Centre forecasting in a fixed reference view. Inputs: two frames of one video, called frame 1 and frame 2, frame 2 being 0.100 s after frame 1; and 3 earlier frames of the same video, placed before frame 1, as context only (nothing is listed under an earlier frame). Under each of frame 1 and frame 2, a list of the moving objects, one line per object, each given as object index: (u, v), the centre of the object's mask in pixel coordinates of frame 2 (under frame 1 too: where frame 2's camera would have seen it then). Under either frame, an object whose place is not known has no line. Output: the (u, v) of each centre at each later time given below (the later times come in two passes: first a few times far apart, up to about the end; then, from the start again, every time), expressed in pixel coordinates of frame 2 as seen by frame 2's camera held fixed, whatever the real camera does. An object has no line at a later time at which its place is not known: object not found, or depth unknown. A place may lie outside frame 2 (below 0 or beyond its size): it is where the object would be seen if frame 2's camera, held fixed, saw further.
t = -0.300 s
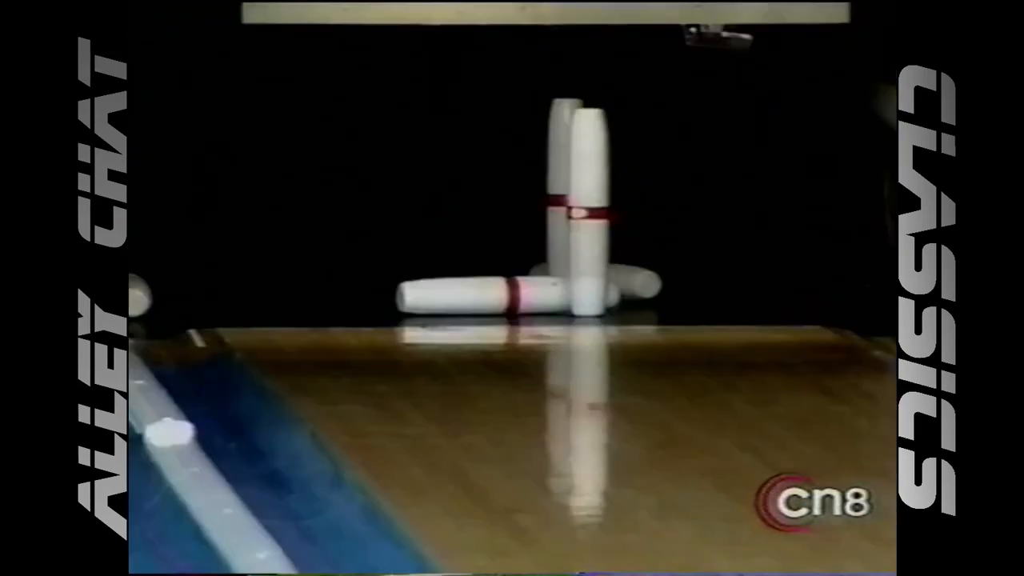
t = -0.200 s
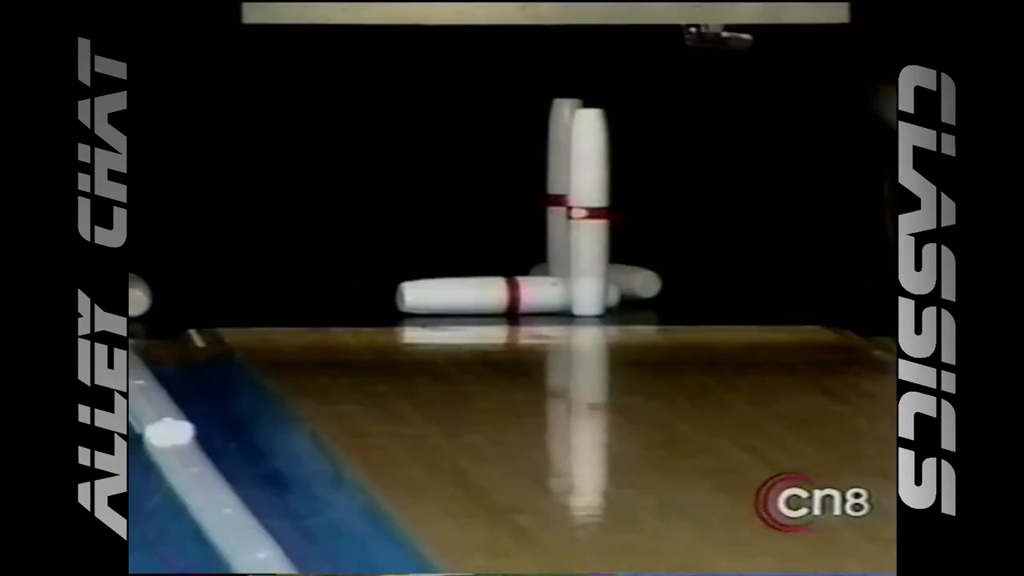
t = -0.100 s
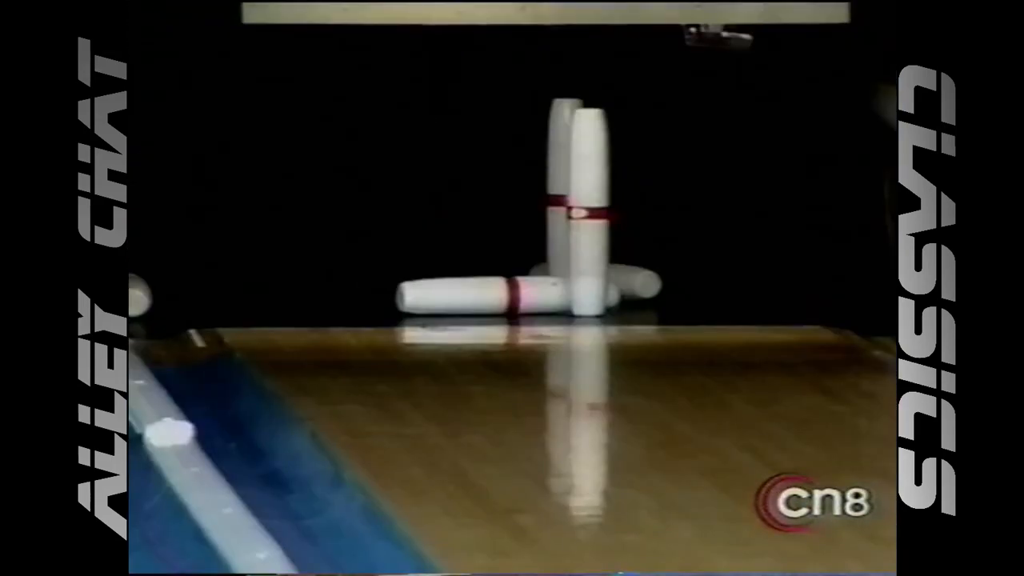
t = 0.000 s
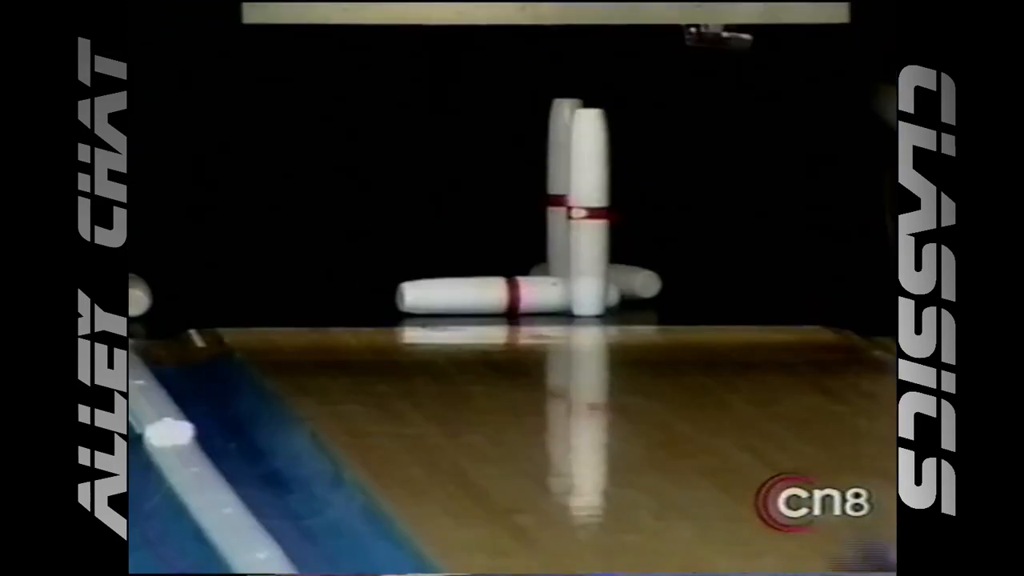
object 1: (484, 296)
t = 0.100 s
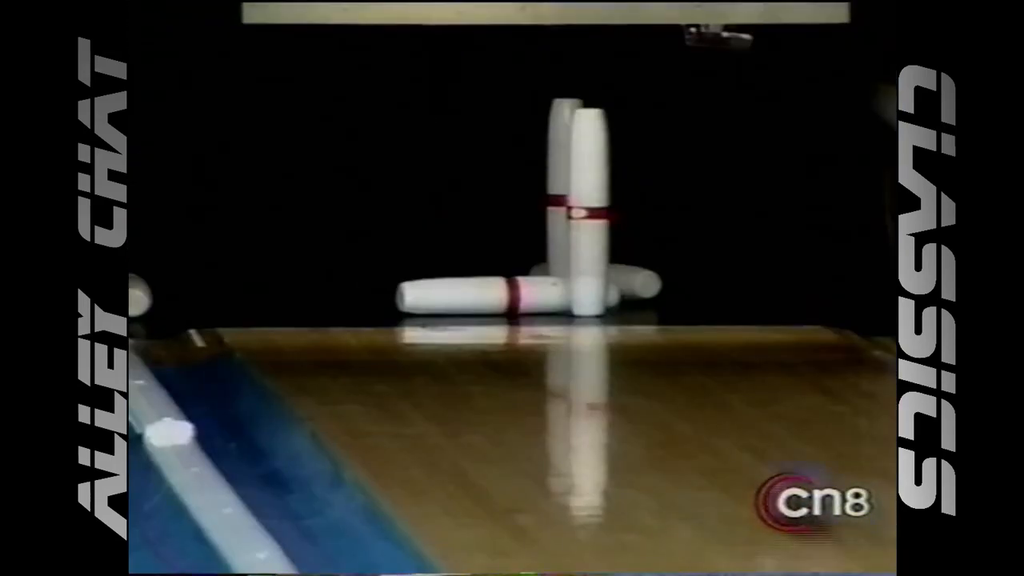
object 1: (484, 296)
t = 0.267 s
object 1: (484, 296)
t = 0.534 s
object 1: (458, 287)
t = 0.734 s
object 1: (277, 281)
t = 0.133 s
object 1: (484, 296)
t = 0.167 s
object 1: (483, 296)
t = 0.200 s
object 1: (483, 296)
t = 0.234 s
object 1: (483, 296)
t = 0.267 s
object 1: (484, 296)
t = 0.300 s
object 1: (484, 296)
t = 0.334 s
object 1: (484, 296)
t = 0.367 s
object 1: (484, 296)
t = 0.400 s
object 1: (484, 296)
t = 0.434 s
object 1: (483, 296)
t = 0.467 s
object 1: (480, 296)
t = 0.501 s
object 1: (480, 294)
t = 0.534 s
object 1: (458, 287)
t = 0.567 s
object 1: (443, 286)
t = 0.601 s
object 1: (414, 284)
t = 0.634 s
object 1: (383, 283)
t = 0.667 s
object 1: (343, 281)
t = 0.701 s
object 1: (306, 280)
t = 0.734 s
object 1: (277, 281)
